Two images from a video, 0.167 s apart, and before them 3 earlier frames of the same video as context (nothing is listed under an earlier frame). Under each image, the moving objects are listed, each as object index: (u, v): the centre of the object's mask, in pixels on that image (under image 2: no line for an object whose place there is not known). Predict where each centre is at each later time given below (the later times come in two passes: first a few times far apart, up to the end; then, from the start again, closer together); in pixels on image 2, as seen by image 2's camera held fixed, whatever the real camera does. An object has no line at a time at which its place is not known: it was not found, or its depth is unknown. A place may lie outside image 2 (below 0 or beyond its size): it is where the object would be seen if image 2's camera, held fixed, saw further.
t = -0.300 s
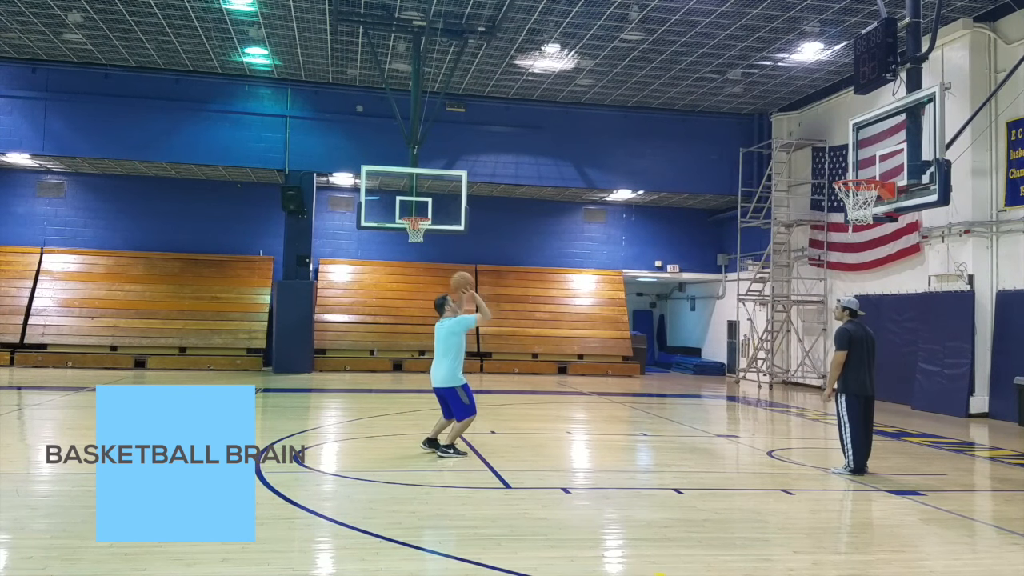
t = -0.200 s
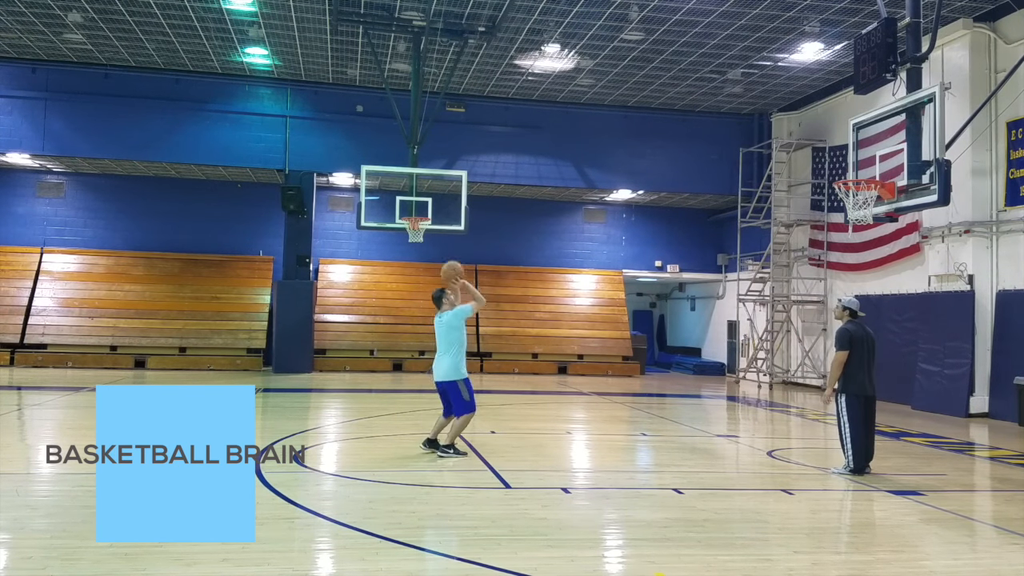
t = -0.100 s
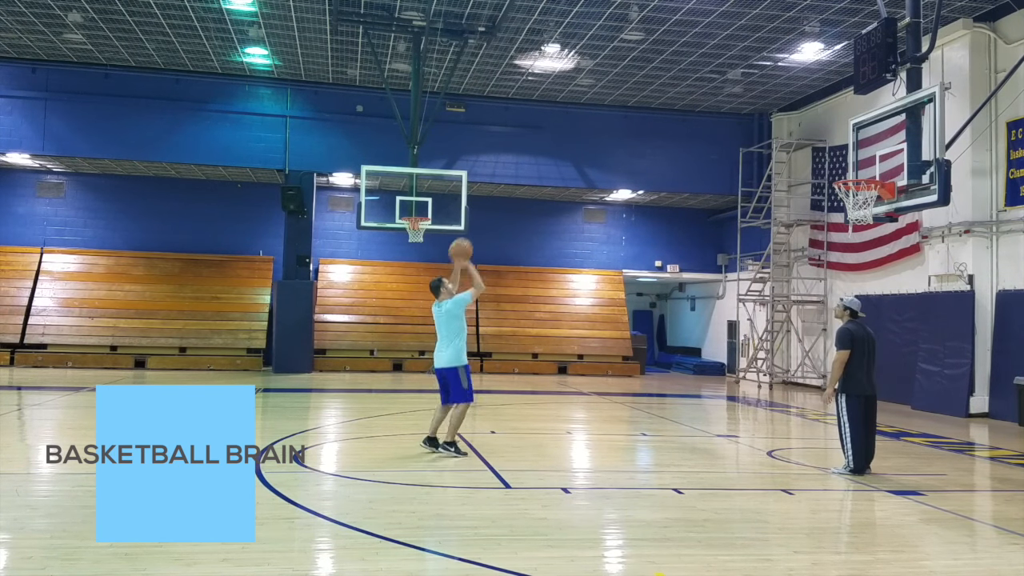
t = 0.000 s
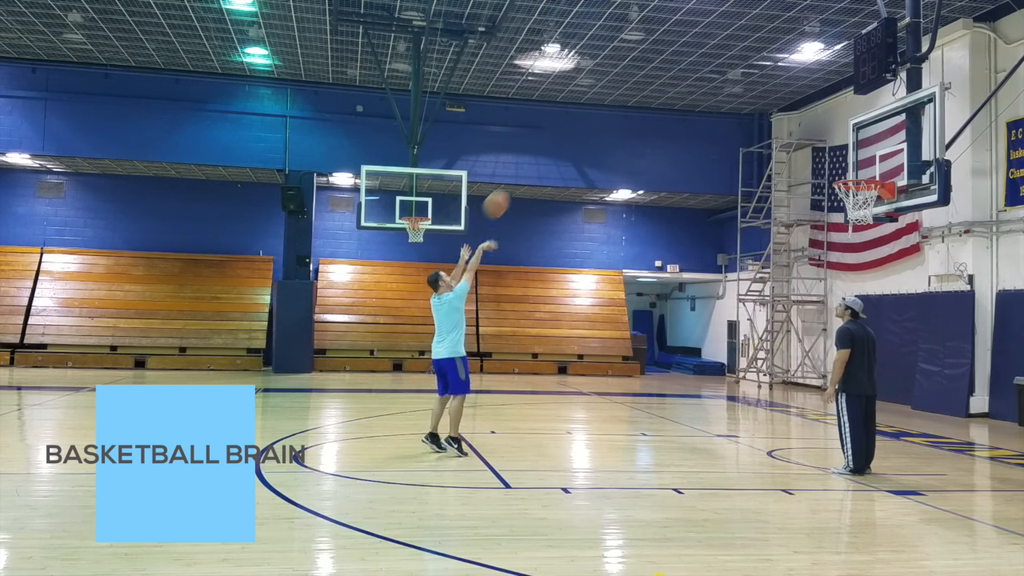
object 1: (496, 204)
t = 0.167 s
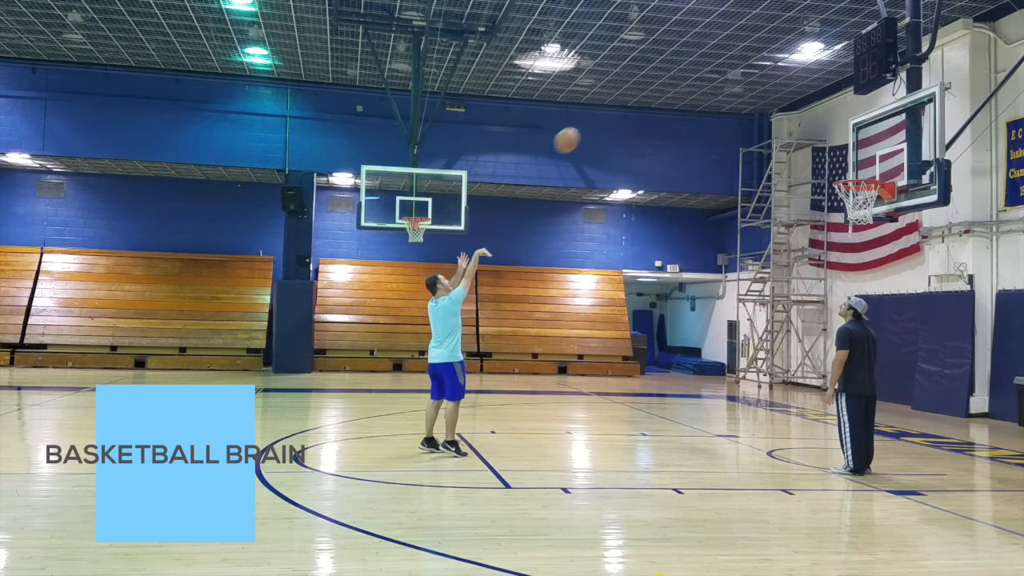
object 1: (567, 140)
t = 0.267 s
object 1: (608, 115)
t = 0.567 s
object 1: (723, 93)
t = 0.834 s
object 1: (819, 137)
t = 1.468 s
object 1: (861, 222)
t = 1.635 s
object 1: (880, 257)
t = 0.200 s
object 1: (580, 131)
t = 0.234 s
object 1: (594, 122)
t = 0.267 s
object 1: (608, 115)
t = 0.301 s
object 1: (621, 109)
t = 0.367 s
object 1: (647, 99)
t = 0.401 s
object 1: (660, 95)
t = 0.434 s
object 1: (673, 93)
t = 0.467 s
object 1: (686, 92)
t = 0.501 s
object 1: (698, 92)
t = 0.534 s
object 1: (711, 92)
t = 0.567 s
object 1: (723, 93)
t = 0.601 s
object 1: (735, 96)
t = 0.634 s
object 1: (748, 99)
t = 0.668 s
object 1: (760, 103)
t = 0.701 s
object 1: (771, 108)
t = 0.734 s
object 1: (784, 113)
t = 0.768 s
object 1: (796, 121)
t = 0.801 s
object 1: (808, 129)
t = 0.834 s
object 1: (819, 137)
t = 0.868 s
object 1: (832, 147)
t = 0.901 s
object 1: (842, 157)
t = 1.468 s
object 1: (861, 222)
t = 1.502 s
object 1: (866, 228)
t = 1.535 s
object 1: (868, 232)
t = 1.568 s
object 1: (872, 240)
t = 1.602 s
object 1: (876, 248)
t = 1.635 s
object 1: (880, 257)
